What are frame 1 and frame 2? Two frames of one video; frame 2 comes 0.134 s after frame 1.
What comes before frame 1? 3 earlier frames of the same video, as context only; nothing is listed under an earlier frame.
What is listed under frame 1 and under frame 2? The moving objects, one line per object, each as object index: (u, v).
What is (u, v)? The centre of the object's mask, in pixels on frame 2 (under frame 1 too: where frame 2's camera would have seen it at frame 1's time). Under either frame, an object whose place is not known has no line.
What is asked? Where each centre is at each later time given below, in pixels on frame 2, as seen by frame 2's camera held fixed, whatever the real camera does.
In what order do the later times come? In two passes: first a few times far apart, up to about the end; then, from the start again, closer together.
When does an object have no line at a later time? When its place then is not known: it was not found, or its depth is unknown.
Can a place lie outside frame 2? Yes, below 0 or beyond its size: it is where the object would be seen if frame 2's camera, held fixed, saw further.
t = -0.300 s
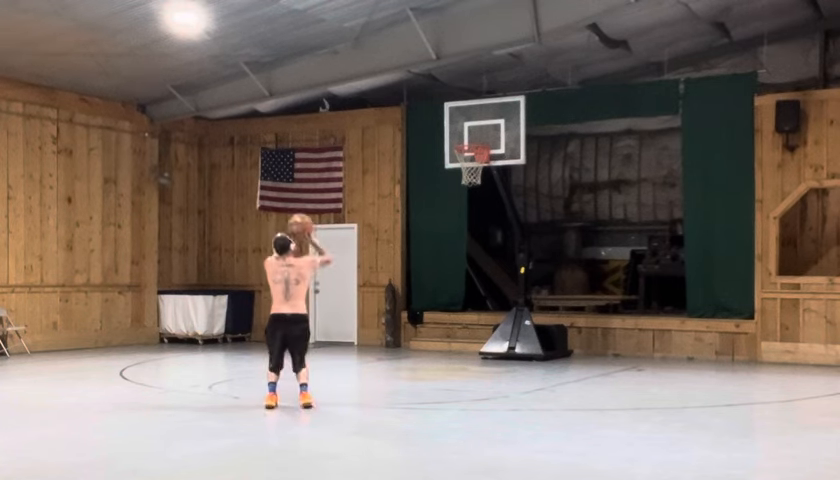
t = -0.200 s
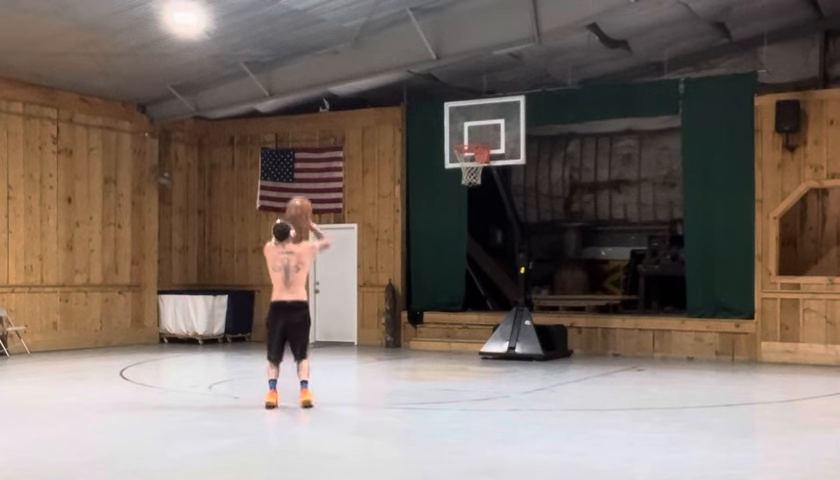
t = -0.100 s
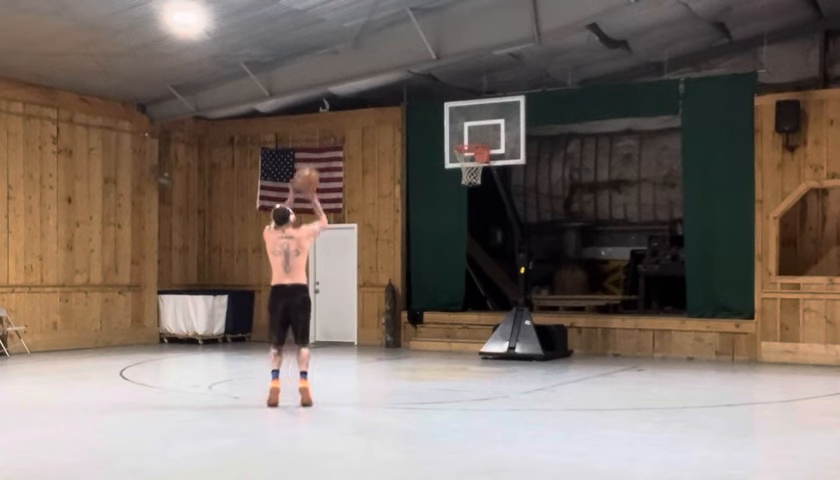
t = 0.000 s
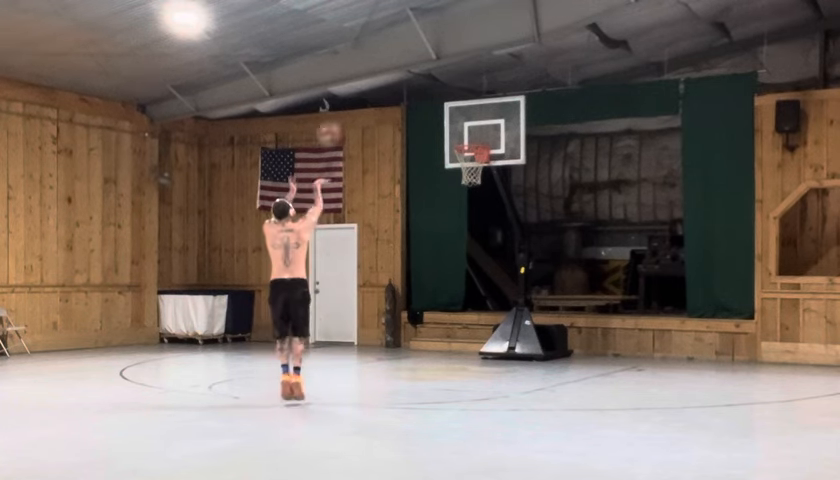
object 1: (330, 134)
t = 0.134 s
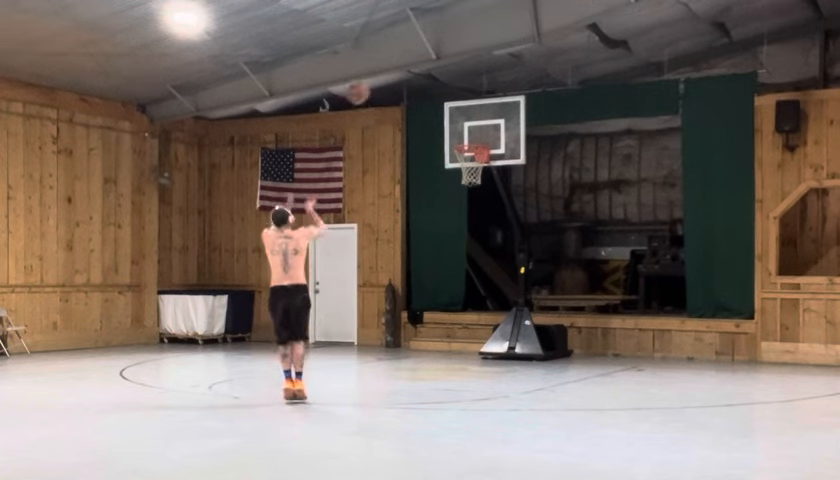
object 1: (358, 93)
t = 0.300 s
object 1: (390, 66)
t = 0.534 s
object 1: (429, 74)
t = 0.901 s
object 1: (475, 158)
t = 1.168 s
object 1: (467, 209)
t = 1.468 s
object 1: (455, 314)
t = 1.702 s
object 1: (443, 309)
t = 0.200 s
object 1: (373, 79)
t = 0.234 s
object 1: (378, 73)
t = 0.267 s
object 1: (384, 71)
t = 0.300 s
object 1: (390, 66)
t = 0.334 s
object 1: (398, 65)
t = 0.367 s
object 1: (402, 64)
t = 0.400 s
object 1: (408, 65)
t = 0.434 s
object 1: (413, 66)
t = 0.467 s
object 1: (418, 69)
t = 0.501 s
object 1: (423, 72)
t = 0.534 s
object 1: (429, 74)
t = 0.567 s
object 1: (433, 78)
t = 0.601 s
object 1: (438, 84)
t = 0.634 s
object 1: (443, 89)
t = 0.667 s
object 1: (447, 94)
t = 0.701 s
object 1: (451, 101)
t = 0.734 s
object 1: (456, 111)
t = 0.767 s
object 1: (459, 119)
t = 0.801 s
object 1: (465, 129)
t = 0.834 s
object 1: (469, 136)
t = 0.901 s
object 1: (475, 158)
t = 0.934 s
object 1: (473, 171)
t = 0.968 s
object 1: (473, 172)
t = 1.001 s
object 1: (473, 174)
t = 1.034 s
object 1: (472, 182)
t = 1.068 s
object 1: (470, 188)
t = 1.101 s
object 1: (469, 194)
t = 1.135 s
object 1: (468, 201)
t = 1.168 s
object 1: (467, 209)
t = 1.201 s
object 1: (465, 218)
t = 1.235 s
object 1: (464, 227)
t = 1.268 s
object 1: (463, 236)
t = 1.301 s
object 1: (462, 248)
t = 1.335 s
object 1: (460, 260)
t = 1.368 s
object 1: (459, 273)
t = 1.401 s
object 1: (458, 286)
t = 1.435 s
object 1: (457, 300)
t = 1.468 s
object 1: (455, 314)
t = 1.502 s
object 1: (453, 329)
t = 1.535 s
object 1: (454, 346)
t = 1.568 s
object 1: (452, 358)
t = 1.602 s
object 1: (450, 344)
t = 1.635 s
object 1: (447, 331)
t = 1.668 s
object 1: (444, 319)
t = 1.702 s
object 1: (443, 309)
